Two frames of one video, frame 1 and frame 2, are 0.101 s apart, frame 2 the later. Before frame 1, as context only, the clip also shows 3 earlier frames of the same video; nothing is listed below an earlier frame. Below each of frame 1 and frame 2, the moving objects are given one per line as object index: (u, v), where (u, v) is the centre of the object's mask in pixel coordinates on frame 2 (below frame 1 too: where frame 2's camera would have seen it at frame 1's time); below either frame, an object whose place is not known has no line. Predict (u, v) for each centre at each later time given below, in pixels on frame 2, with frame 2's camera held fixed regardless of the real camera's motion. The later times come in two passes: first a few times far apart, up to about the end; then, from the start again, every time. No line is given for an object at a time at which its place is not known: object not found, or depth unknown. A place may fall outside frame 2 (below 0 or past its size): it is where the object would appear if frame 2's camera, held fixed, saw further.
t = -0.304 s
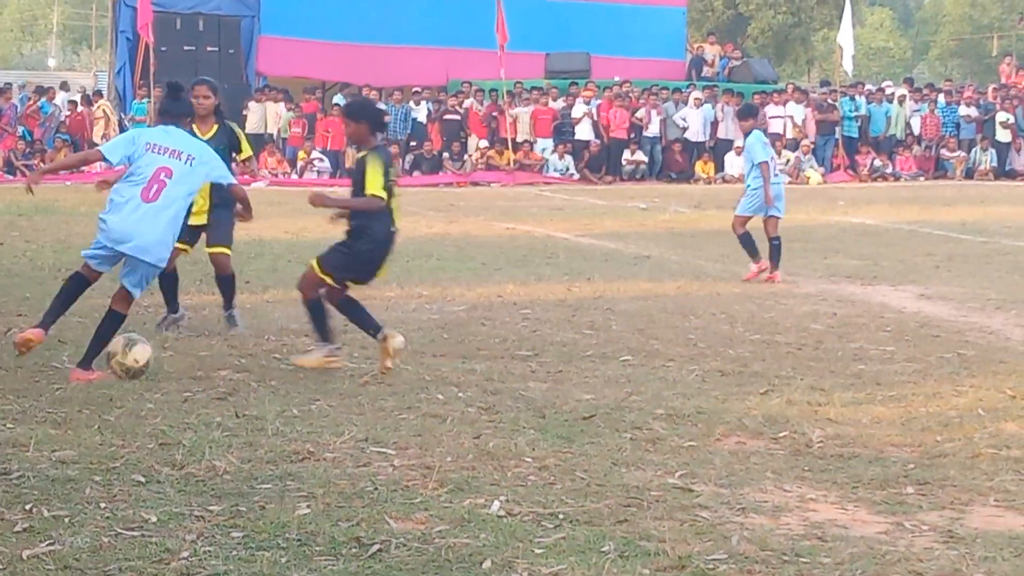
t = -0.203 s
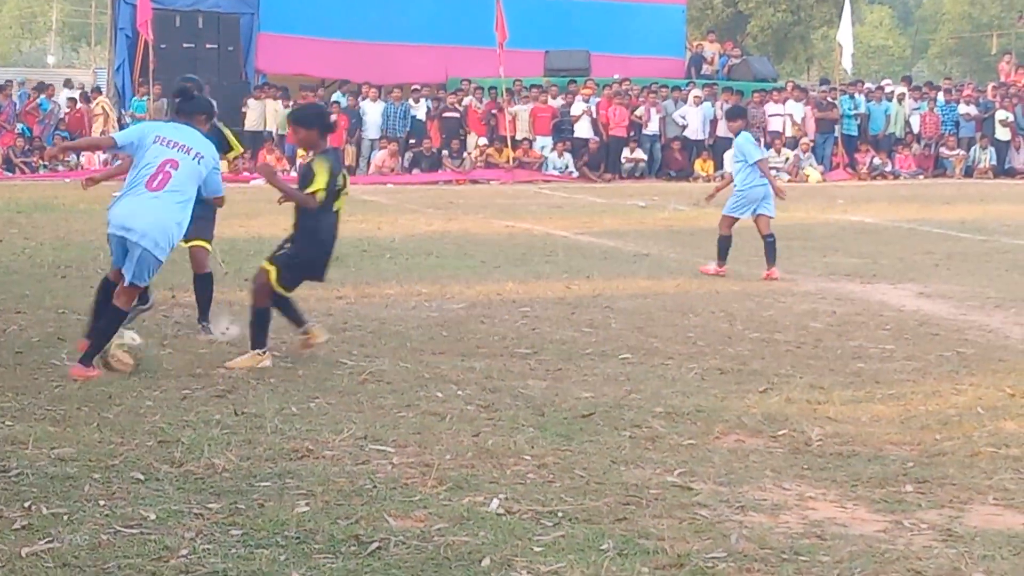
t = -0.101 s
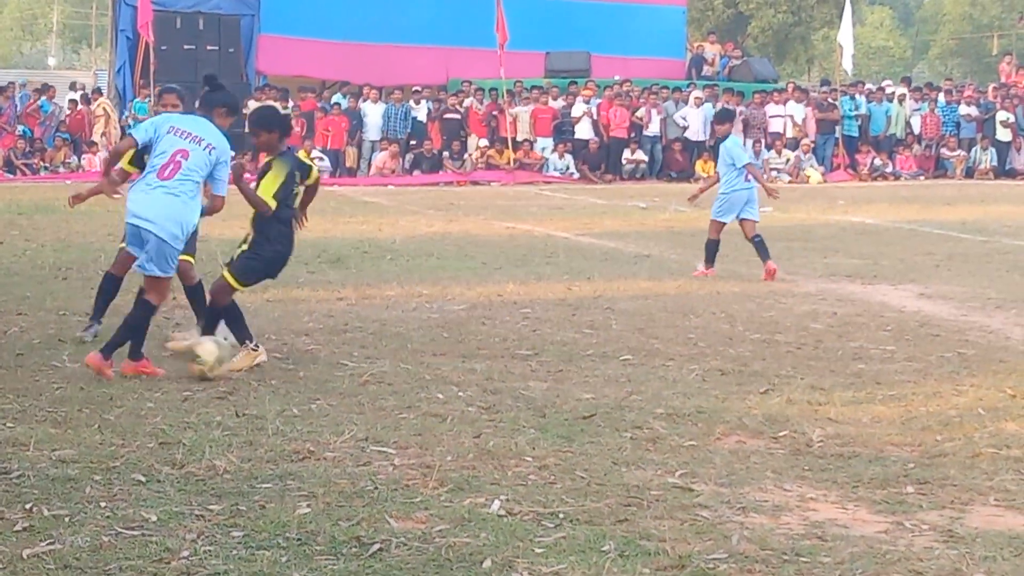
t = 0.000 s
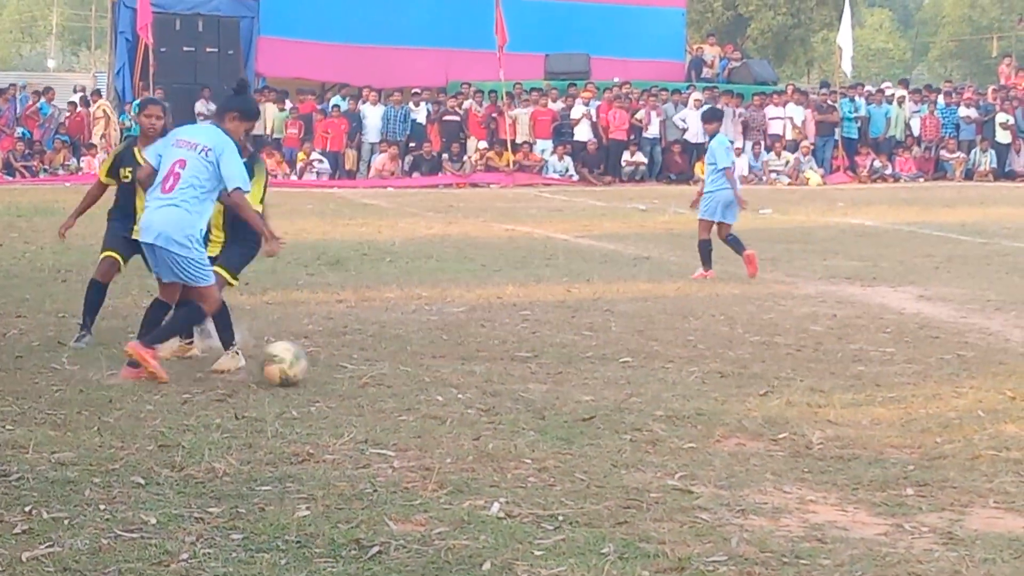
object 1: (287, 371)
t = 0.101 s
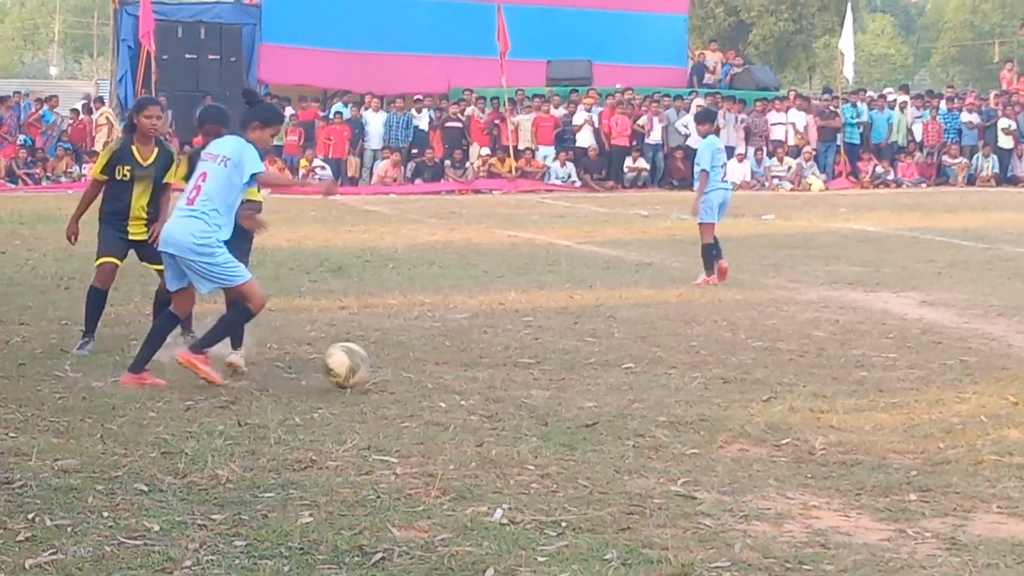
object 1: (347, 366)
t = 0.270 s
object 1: (445, 367)
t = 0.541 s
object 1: (606, 380)
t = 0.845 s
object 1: (775, 385)
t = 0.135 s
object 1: (367, 369)
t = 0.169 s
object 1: (386, 373)
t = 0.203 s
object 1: (406, 371)
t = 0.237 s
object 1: (425, 368)
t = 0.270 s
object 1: (445, 367)
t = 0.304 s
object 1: (465, 368)
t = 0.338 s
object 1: (485, 373)
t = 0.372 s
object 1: (505, 377)
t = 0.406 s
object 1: (524, 379)
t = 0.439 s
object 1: (544, 379)
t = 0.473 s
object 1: (563, 378)
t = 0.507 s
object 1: (584, 378)
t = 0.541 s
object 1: (606, 380)
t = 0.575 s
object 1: (626, 381)
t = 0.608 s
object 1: (643, 382)
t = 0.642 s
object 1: (663, 379)
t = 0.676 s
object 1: (681, 376)
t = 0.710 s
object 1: (700, 374)
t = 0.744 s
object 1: (718, 374)
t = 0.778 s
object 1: (738, 379)
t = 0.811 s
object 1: (756, 385)
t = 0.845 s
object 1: (775, 385)
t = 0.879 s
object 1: (792, 383)
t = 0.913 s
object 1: (810, 387)
